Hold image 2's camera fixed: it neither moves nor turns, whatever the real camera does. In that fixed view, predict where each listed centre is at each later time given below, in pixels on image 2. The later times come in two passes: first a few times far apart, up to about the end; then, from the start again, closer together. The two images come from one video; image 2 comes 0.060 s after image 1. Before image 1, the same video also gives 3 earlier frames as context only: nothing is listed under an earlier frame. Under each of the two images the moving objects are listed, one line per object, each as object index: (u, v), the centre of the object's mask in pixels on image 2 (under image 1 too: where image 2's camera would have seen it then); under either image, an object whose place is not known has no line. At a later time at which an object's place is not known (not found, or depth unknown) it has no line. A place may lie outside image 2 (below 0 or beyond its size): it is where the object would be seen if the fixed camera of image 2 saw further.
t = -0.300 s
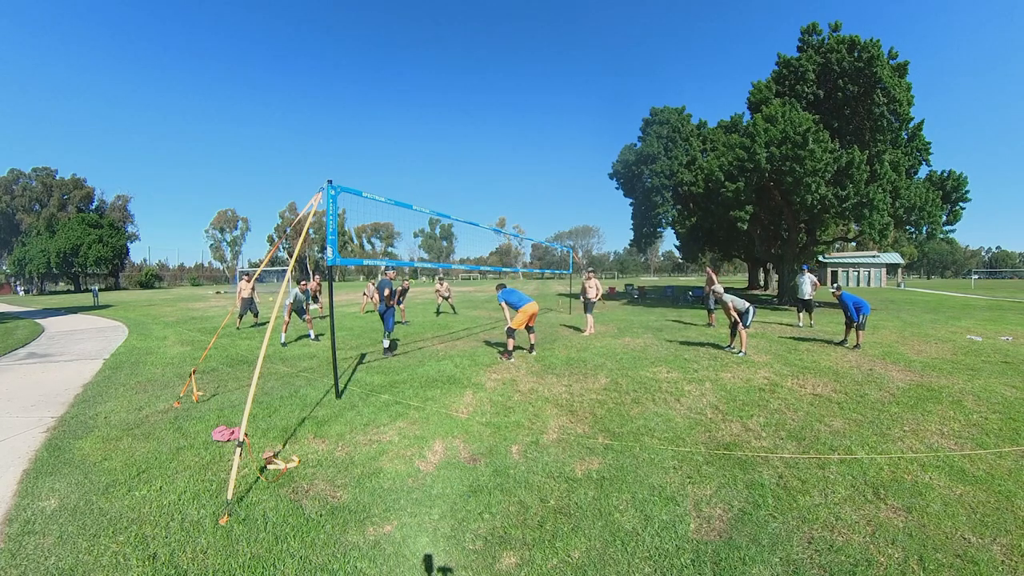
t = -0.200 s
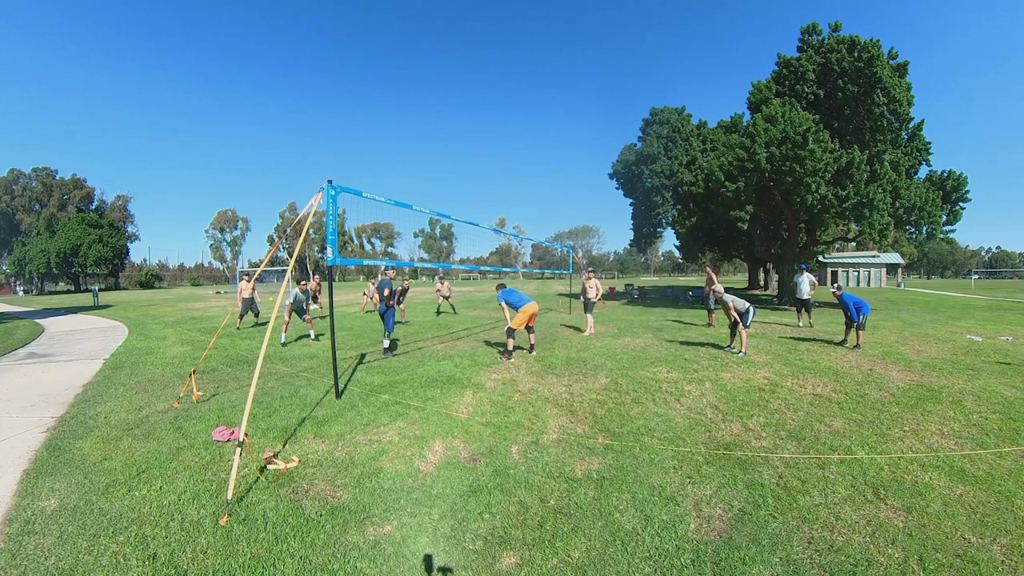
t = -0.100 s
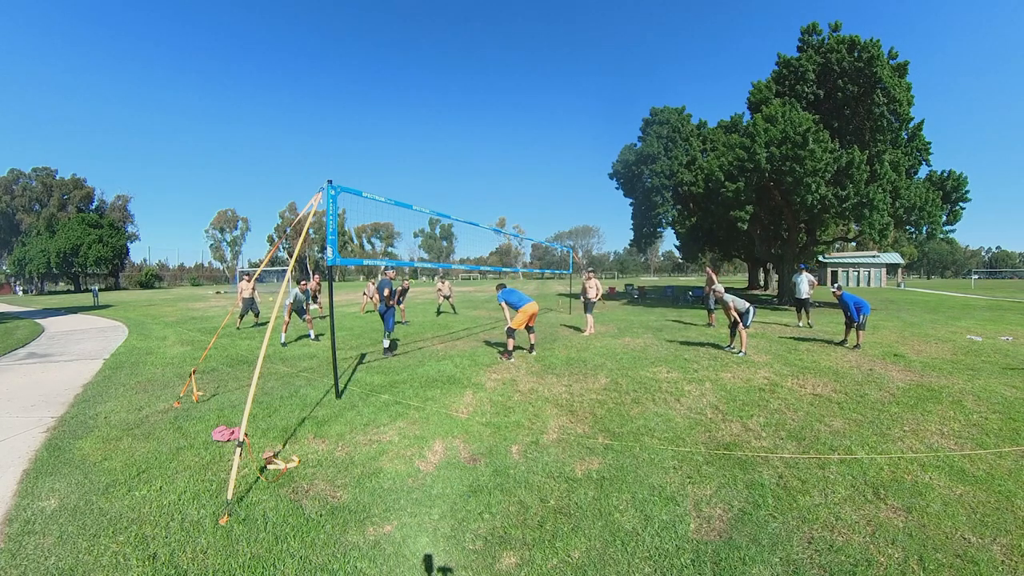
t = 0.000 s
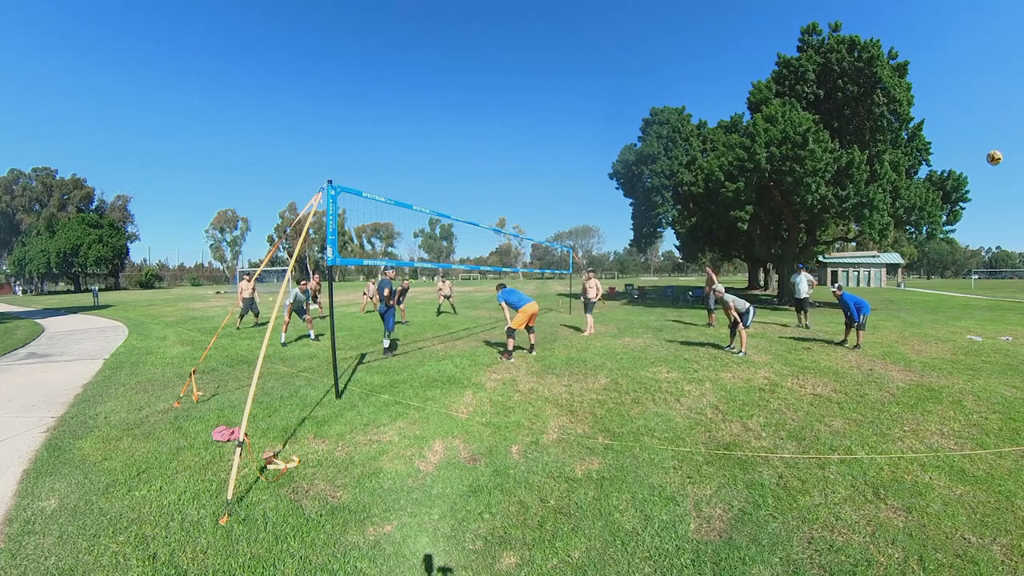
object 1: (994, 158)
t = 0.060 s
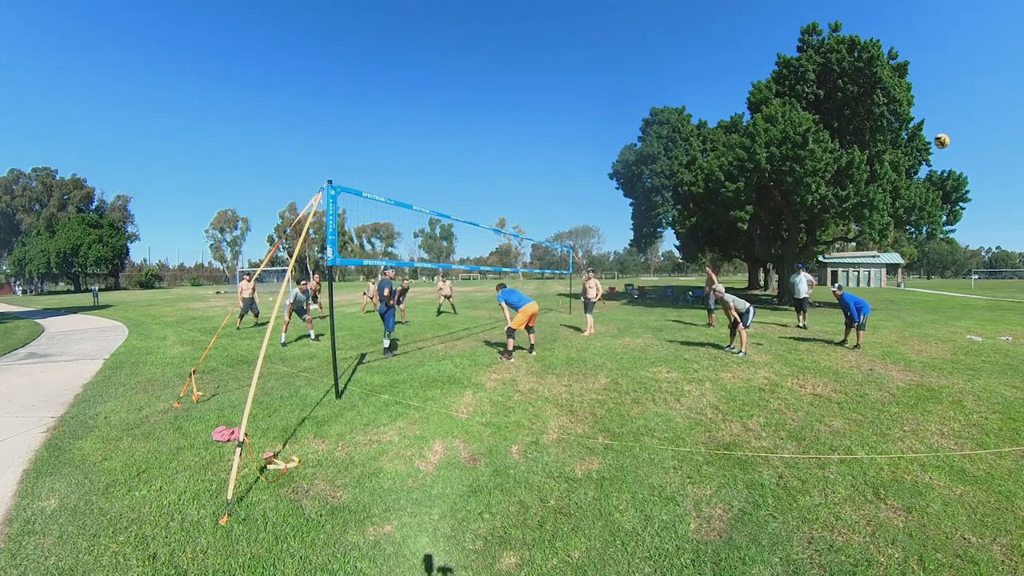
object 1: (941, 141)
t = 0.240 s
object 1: (784, 115)
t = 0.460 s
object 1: (619, 126)
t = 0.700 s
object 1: (494, 171)
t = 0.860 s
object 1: (439, 206)
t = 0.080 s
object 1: (925, 136)
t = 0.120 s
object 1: (888, 128)
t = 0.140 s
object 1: (870, 125)
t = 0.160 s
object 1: (852, 122)
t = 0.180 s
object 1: (835, 120)
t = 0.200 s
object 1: (818, 117)
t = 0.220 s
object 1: (801, 116)
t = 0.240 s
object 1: (784, 115)
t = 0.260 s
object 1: (767, 114)
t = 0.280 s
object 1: (751, 113)
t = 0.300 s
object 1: (735, 114)
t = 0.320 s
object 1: (719, 114)
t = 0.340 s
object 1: (704, 115)
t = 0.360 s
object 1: (689, 115)
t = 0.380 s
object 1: (674, 117)
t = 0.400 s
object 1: (660, 119)
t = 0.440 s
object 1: (633, 123)
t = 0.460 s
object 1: (619, 126)
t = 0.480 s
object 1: (607, 129)
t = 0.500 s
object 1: (594, 132)
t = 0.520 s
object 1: (582, 135)
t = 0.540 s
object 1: (571, 139)
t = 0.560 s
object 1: (560, 143)
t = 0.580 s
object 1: (550, 146)
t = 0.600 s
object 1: (539, 150)
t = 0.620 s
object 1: (530, 154)
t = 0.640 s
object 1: (520, 158)
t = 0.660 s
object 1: (511, 162)
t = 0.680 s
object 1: (503, 166)
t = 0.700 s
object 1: (494, 171)
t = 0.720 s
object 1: (486, 175)
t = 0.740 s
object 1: (479, 179)
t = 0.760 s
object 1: (471, 184)
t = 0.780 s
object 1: (464, 188)
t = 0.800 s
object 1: (458, 193)
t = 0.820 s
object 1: (451, 197)
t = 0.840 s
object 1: (444, 201)
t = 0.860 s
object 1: (439, 206)
